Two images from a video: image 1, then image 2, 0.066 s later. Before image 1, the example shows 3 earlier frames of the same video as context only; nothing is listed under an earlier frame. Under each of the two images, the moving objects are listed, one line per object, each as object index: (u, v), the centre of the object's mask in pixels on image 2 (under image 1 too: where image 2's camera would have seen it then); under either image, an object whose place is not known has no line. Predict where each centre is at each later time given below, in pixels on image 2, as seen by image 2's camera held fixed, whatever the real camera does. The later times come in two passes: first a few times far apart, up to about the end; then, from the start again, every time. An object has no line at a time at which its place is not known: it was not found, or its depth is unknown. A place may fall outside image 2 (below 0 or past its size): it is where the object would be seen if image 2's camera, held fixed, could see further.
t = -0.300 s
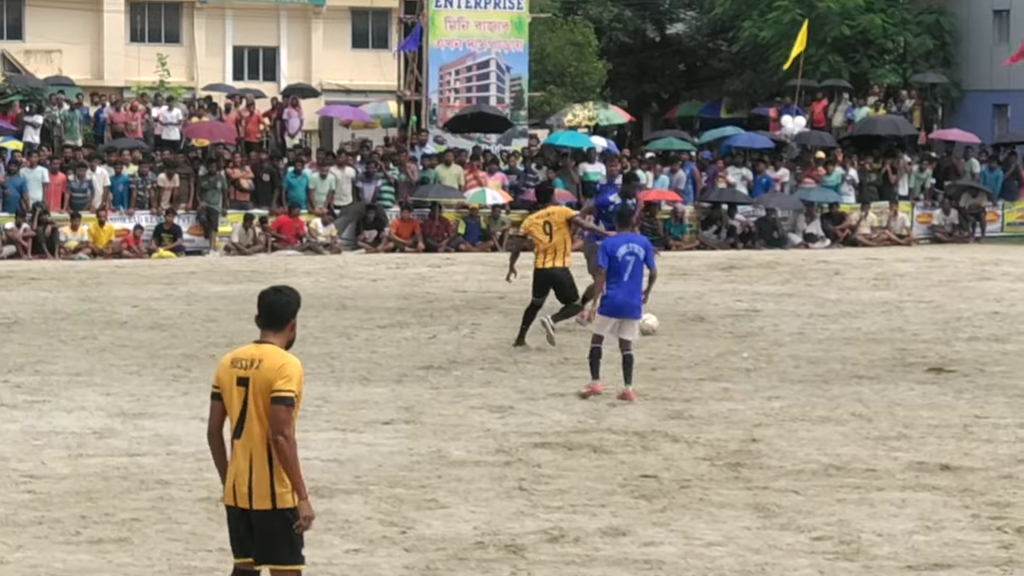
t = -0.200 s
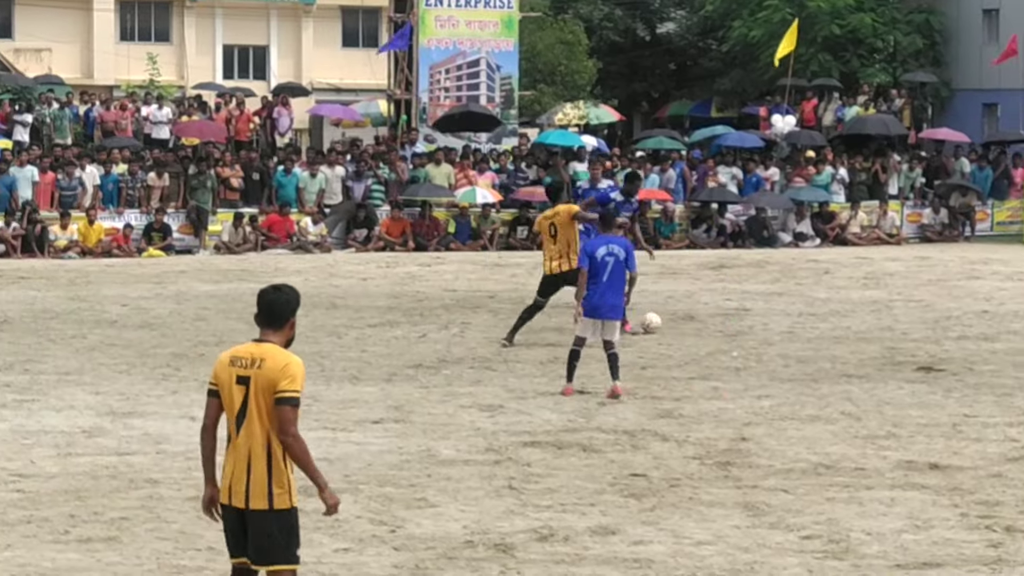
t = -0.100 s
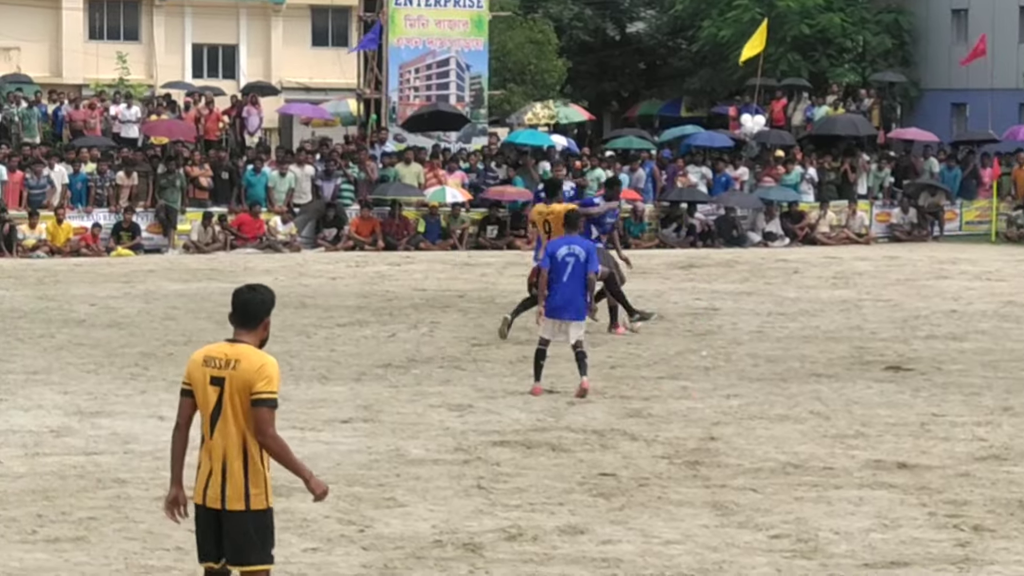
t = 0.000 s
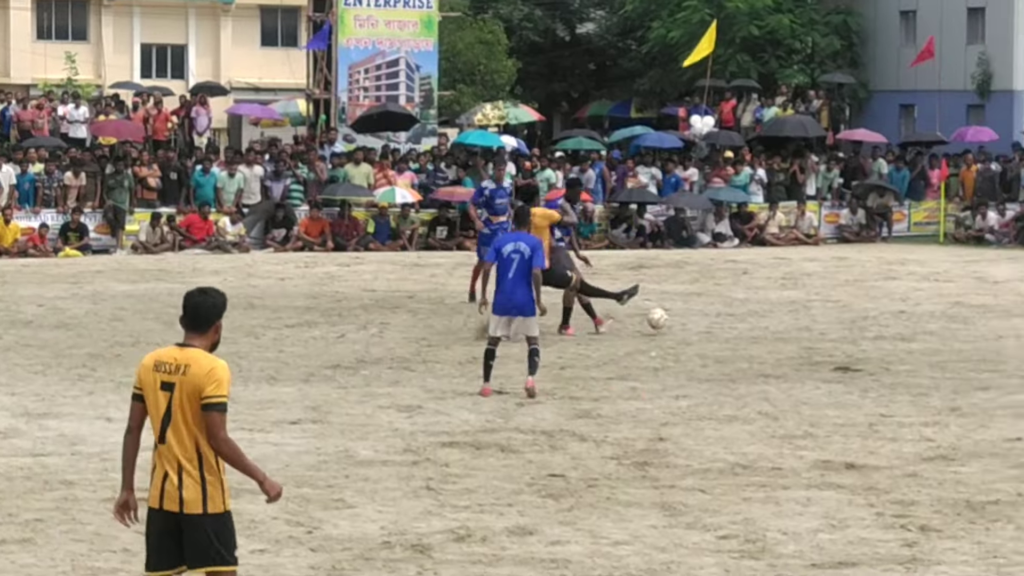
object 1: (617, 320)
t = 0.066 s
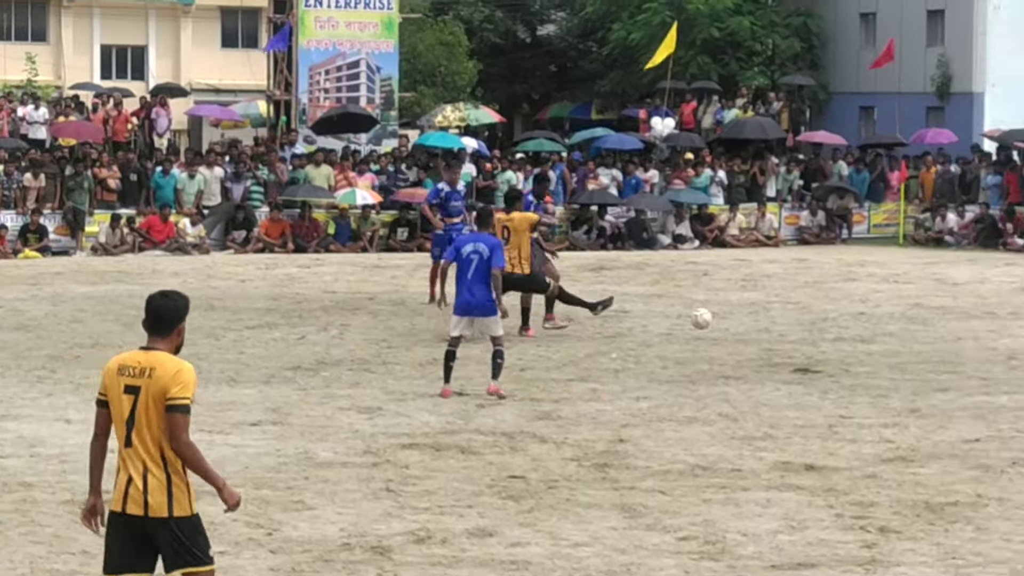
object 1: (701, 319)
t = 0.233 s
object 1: (910, 329)
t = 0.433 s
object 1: (1131, 325)
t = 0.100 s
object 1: (743, 319)
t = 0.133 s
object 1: (785, 320)
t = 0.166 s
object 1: (827, 322)
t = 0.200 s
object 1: (868, 325)
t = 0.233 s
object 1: (910, 329)
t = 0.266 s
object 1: (952, 333)
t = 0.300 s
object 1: (988, 331)
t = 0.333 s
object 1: (1024, 327)
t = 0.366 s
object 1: (1060, 326)
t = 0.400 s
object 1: (1095, 325)
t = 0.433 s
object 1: (1131, 325)
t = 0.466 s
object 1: (1166, 327)
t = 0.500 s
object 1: (1202, 330)
